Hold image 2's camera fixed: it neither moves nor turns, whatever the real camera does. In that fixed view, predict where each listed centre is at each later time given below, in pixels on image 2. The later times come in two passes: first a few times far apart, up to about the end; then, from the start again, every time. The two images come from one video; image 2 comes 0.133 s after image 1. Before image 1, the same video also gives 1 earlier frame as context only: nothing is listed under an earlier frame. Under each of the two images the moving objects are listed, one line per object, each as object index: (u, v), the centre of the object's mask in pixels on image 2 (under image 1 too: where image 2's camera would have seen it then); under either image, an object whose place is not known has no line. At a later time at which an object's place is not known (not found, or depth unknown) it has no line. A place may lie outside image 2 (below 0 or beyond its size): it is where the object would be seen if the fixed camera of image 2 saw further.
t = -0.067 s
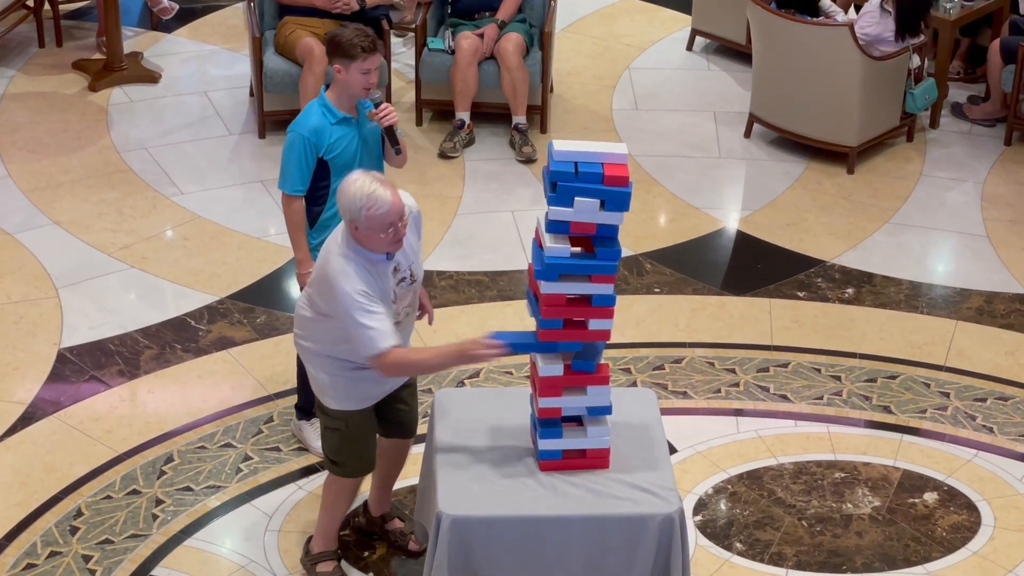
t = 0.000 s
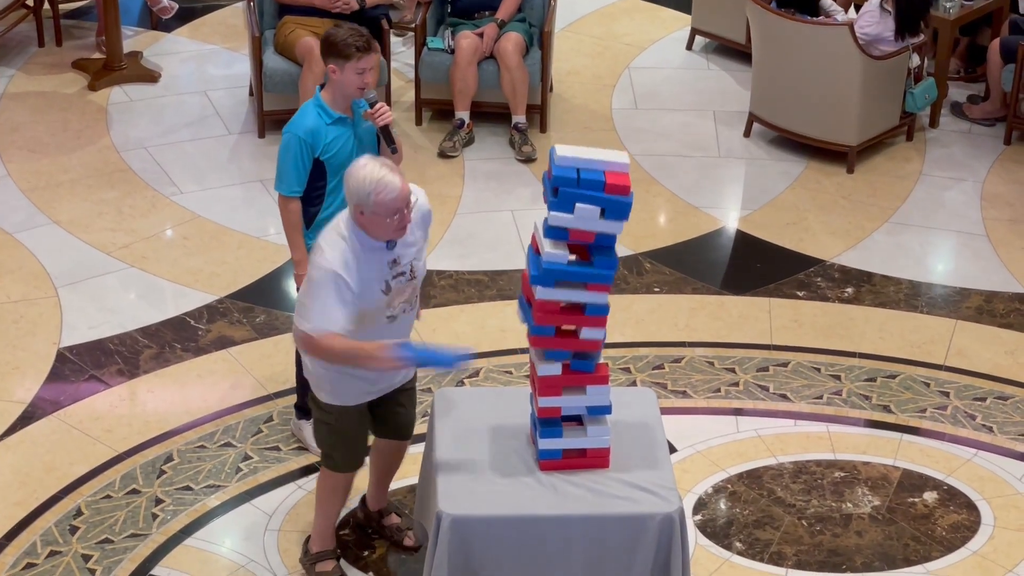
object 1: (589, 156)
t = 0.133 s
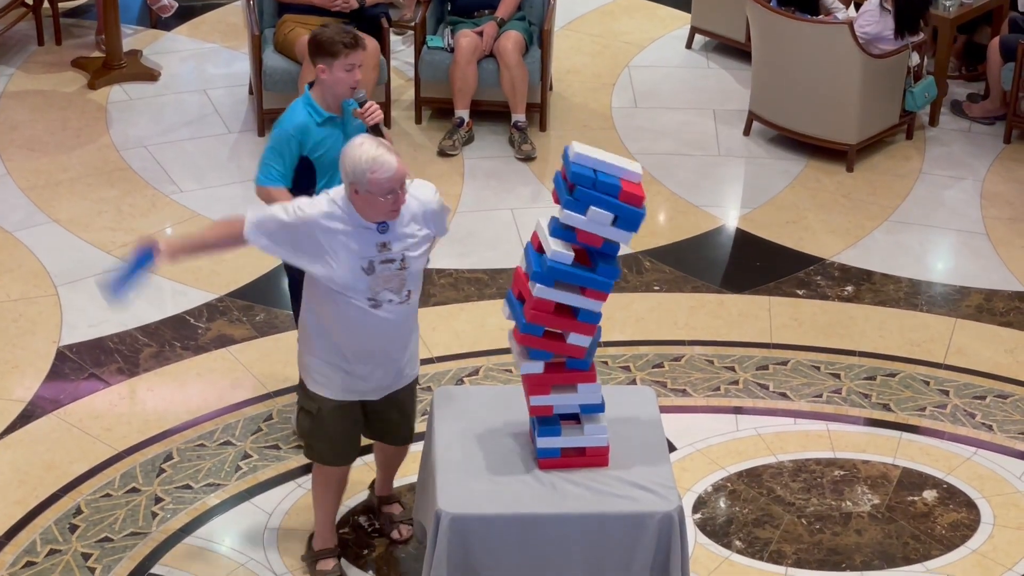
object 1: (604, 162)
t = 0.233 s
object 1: (620, 178)
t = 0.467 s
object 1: (684, 245)
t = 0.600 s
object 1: (725, 332)
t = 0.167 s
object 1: (609, 166)
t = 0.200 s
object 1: (613, 173)
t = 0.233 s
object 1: (620, 178)
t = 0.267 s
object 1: (628, 183)
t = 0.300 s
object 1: (635, 190)
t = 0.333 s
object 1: (643, 197)
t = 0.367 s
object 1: (652, 207)
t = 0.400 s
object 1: (662, 217)
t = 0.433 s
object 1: (674, 230)
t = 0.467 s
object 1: (684, 245)
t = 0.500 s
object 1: (695, 264)
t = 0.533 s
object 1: (704, 283)
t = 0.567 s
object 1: (714, 305)
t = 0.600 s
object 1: (725, 332)
